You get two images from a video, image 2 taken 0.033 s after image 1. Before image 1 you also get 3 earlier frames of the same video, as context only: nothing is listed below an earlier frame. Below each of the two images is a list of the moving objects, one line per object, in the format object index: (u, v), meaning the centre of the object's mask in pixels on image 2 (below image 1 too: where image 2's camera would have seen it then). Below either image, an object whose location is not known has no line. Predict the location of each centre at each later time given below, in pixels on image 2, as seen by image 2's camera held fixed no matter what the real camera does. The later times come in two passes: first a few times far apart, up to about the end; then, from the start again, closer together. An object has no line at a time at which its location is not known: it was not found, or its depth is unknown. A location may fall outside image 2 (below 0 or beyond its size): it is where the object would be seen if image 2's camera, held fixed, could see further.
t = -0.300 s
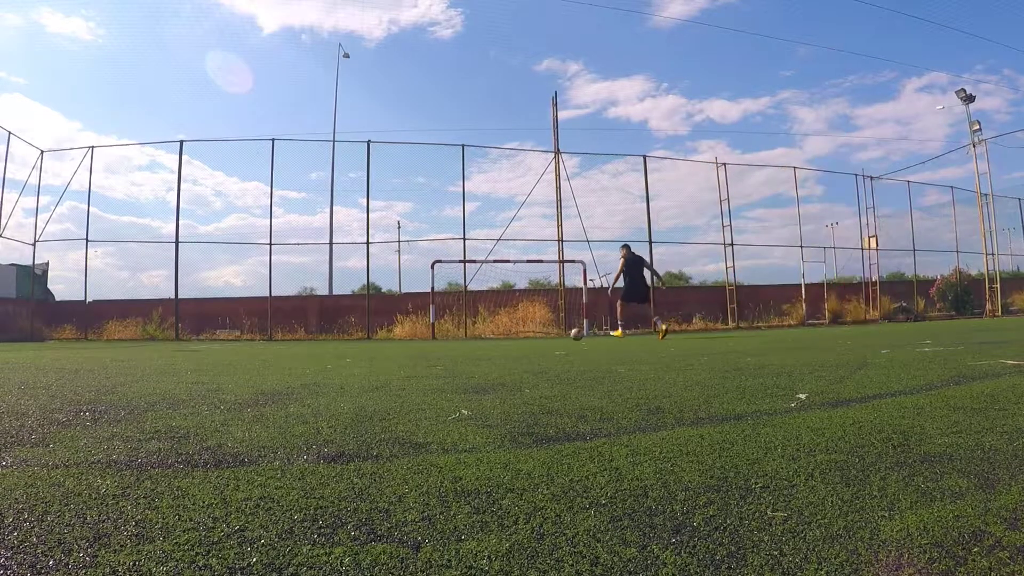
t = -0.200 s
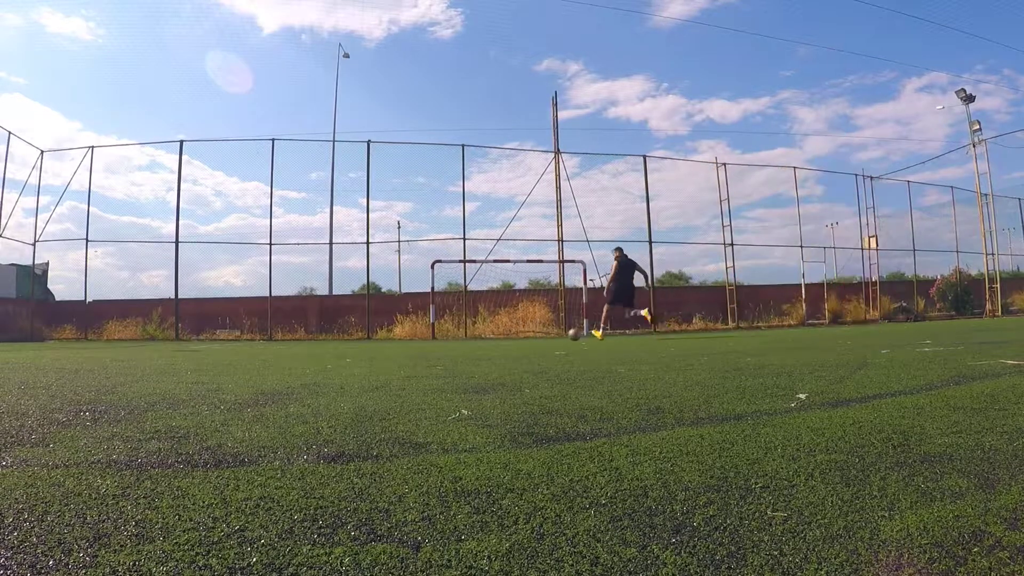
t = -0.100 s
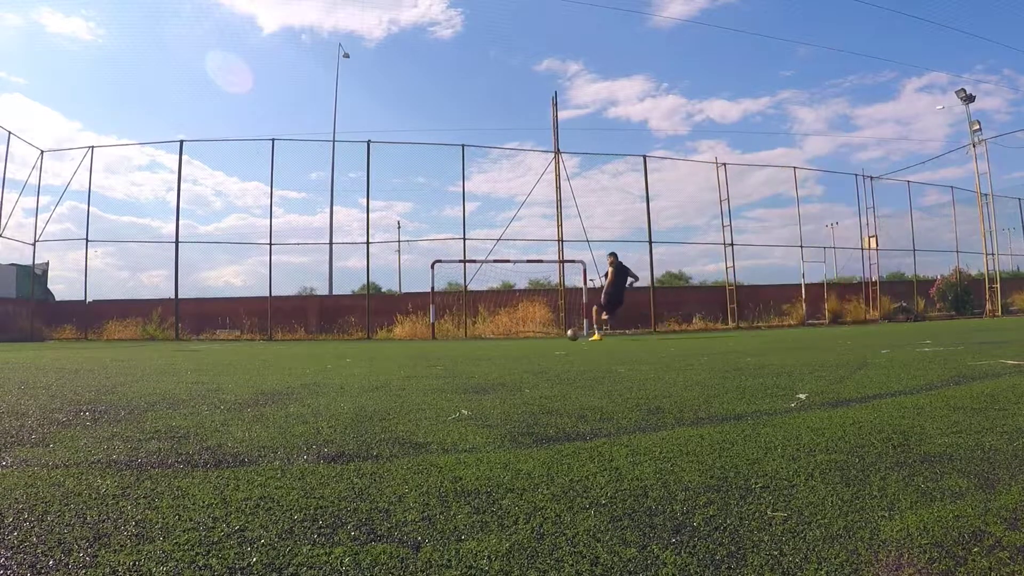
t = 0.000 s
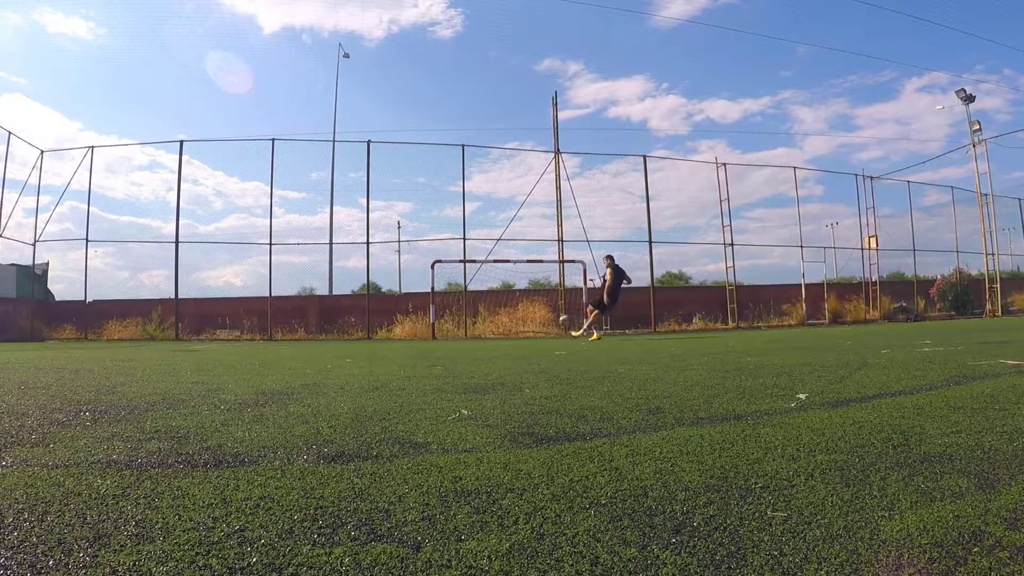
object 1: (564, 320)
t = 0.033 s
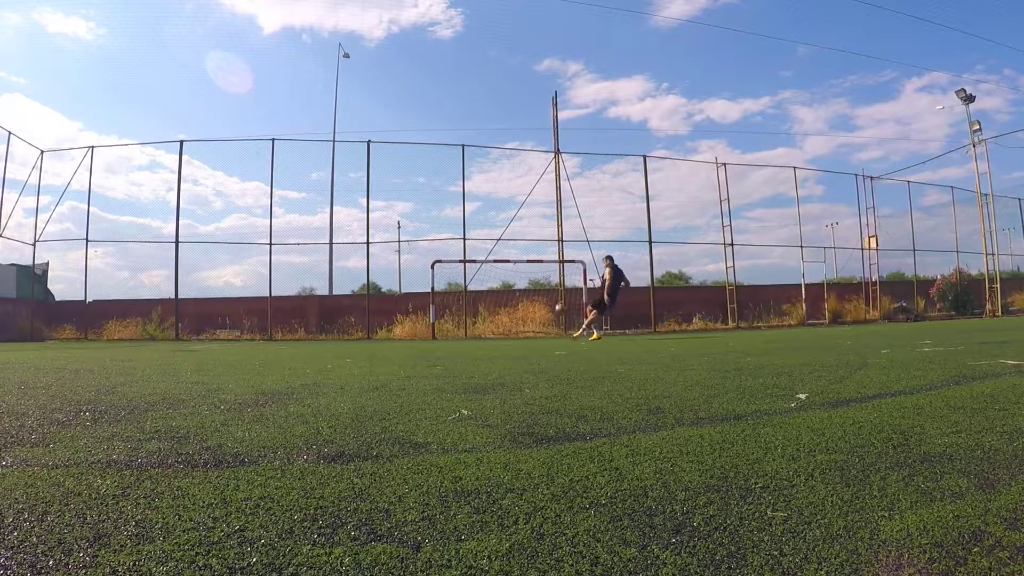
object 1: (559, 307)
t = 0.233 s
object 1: (540, 264)
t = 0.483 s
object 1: (524, 244)
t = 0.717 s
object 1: (522, 267)
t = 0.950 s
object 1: (525, 318)
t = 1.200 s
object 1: (522, 329)
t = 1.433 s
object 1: (518, 327)
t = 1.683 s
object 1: (516, 327)
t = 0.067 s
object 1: (554, 298)
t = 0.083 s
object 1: (552, 293)
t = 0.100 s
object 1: (549, 289)
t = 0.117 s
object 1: (550, 286)
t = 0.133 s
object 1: (549, 283)
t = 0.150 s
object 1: (548, 279)
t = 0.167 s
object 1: (546, 276)
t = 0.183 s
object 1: (544, 273)
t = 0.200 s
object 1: (543, 270)
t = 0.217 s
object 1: (541, 267)
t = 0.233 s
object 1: (540, 264)
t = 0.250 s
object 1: (538, 262)
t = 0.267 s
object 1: (537, 260)
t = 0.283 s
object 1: (536, 257)
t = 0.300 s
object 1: (535, 257)
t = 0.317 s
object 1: (534, 255)
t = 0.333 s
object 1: (533, 253)
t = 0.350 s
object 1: (531, 252)
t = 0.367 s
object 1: (531, 250)
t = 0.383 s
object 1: (530, 250)
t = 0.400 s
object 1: (528, 248)
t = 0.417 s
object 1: (528, 247)
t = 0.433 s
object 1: (527, 246)
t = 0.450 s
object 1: (526, 246)
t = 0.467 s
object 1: (525, 245)
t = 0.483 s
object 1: (524, 244)
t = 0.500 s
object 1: (524, 244)
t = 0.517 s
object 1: (523, 244)
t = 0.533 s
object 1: (522, 244)
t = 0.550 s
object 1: (521, 243)
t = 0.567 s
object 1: (521, 243)
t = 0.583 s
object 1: (520, 244)
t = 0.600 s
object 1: (519, 245)
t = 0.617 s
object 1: (520, 248)
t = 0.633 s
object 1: (520, 251)
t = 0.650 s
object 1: (521, 254)
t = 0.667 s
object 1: (521, 256)
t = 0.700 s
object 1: (521, 265)
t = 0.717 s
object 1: (522, 267)
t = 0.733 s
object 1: (522, 270)
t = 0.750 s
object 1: (523, 274)
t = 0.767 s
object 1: (523, 278)
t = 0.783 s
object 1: (523, 281)
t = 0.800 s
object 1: (524, 286)
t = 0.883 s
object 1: (524, 305)
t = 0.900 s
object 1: (525, 308)
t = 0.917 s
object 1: (525, 312)
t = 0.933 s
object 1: (525, 315)
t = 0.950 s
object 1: (525, 318)
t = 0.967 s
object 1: (525, 321)
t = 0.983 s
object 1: (525, 323)
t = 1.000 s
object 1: (525, 325)
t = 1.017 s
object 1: (526, 328)
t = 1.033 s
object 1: (526, 329)
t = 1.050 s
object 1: (525, 330)
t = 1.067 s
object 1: (525, 330)
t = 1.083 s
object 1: (525, 330)
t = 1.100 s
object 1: (524, 330)
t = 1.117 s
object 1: (524, 330)
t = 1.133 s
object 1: (523, 330)
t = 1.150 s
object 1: (523, 330)
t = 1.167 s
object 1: (523, 329)
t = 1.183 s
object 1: (523, 329)
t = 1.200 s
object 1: (522, 329)
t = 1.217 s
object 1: (522, 328)
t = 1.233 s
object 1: (522, 328)
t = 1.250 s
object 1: (521, 328)
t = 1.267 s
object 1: (521, 328)
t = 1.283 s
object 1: (521, 327)
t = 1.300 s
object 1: (521, 328)
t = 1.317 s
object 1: (521, 328)
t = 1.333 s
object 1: (520, 327)
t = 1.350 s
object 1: (520, 327)
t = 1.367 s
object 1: (520, 327)
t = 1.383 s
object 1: (520, 327)
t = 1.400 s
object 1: (518, 327)
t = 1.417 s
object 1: (518, 327)
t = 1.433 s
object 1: (518, 327)
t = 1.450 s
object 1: (518, 327)
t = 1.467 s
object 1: (518, 327)
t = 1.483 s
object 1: (517, 327)
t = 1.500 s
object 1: (517, 327)
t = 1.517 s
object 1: (517, 327)
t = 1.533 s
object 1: (517, 327)
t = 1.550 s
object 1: (517, 327)
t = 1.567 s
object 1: (517, 327)
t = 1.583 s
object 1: (516, 327)
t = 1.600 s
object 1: (516, 327)
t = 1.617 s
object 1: (516, 327)
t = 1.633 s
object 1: (516, 327)
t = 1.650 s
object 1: (516, 327)
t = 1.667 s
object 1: (516, 327)
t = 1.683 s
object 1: (516, 327)
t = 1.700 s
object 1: (516, 327)
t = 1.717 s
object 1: (516, 327)
